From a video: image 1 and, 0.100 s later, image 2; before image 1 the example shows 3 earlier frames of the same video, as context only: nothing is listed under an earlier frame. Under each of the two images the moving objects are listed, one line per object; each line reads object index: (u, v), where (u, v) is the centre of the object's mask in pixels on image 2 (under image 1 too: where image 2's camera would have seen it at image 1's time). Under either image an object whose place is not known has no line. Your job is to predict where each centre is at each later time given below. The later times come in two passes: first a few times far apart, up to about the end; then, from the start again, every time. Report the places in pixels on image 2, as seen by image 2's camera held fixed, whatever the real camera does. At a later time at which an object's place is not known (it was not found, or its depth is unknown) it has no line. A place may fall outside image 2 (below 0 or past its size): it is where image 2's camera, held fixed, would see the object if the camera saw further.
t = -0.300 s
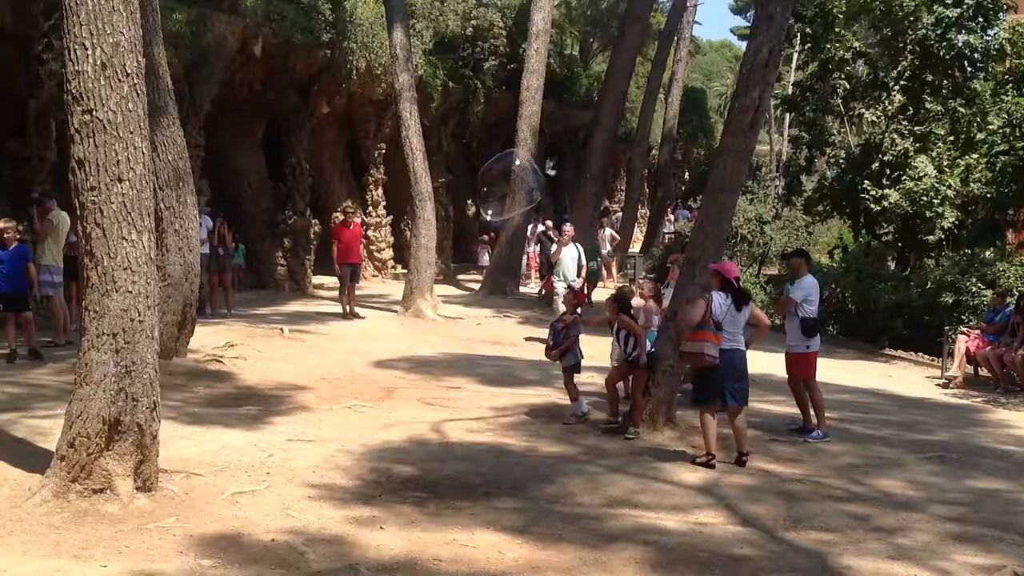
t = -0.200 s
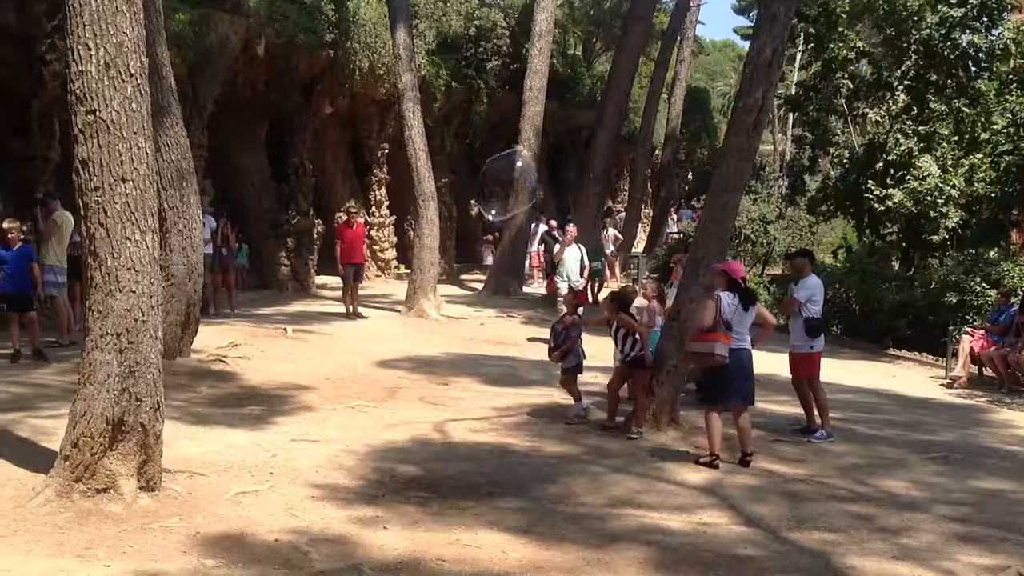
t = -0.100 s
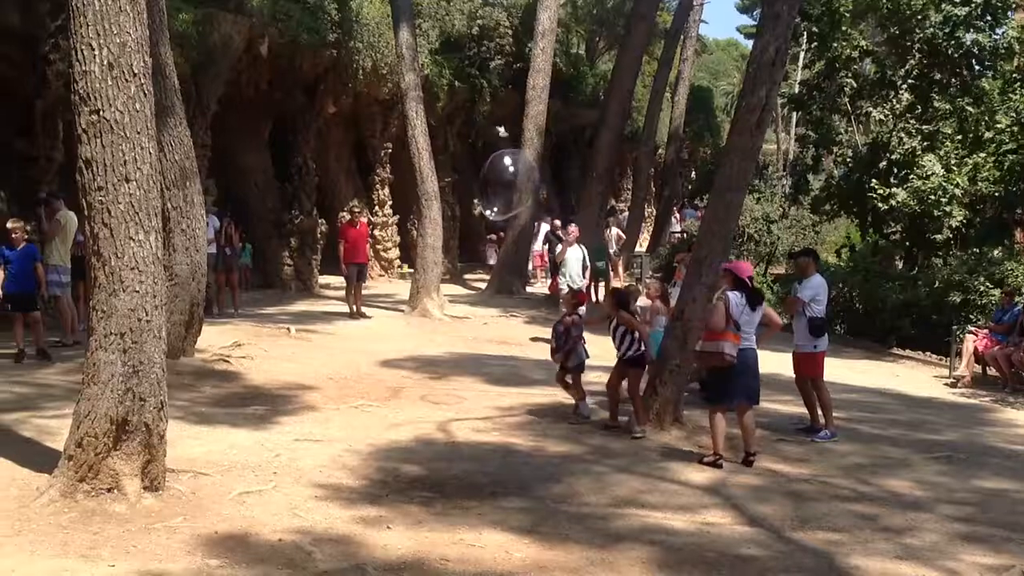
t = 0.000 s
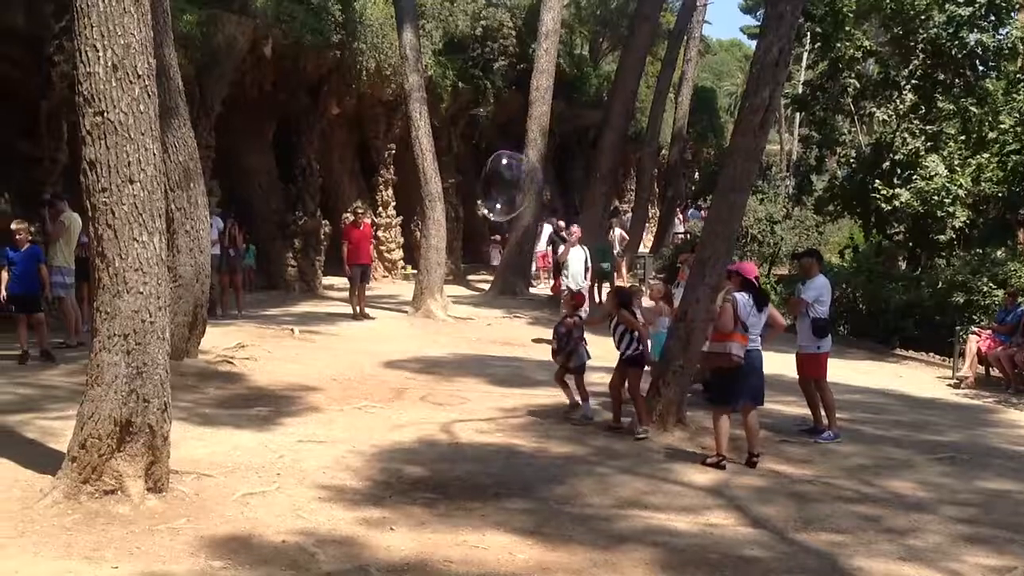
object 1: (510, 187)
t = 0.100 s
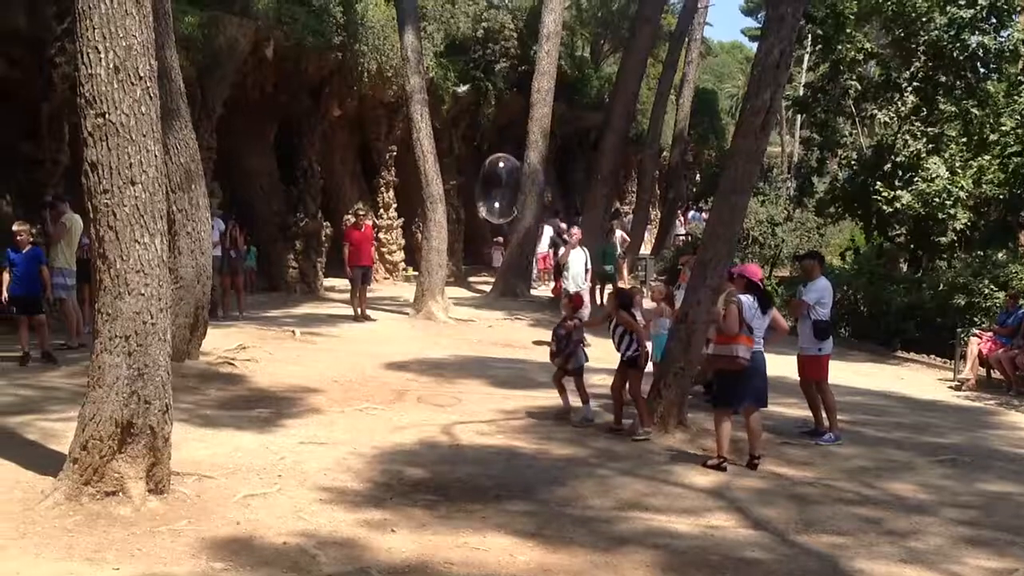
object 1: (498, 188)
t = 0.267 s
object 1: (491, 189)
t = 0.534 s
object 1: (474, 191)
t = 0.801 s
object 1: (461, 191)
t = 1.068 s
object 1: (434, 199)
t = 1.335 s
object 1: (410, 191)
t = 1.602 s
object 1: (393, 187)
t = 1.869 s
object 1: (374, 185)
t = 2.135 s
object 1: (349, 182)
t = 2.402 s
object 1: (327, 178)
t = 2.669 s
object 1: (301, 178)
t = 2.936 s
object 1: (274, 179)
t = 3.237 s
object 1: (241, 180)
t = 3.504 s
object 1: (225, 182)
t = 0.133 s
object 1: (497, 188)
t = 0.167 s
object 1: (496, 189)
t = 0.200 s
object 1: (494, 189)
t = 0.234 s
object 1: (493, 189)
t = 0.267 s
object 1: (491, 189)
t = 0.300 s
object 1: (489, 190)
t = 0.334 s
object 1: (486, 190)
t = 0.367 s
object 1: (485, 190)
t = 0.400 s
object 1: (483, 190)
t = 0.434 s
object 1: (480, 190)
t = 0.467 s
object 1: (478, 190)
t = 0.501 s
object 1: (476, 190)
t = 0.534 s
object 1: (474, 191)
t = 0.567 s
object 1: (473, 191)
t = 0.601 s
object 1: (470, 190)
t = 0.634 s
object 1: (467, 191)
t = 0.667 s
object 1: (466, 191)
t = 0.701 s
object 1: (464, 191)
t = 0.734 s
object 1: (463, 191)
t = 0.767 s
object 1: (462, 191)
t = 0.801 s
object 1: (461, 191)
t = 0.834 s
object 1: (460, 190)
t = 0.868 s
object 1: (459, 190)
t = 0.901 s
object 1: (458, 190)
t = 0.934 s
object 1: (457, 189)
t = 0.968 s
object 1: (449, 192)
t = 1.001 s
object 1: (444, 192)
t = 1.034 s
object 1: (438, 193)
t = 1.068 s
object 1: (434, 199)
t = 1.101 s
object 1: (425, 196)
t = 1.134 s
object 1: (424, 191)
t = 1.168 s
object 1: (425, 192)
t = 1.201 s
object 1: (424, 193)
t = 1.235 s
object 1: (421, 192)
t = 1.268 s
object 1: (419, 192)
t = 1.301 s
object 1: (417, 191)
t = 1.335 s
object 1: (410, 191)
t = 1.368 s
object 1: (410, 190)
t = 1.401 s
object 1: (408, 190)
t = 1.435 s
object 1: (408, 189)
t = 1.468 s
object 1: (408, 189)
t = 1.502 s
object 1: (397, 188)
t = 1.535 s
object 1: (398, 186)
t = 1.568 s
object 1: (394, 188)
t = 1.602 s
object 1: (393, 187)
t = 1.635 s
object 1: (391, 185)
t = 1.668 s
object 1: (389, 187)
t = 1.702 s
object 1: (387, 186)
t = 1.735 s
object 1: (385, 186)
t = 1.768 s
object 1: (381, 186)
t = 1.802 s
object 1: (379, 185)
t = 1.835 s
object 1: (376, 185)
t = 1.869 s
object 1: (374, 185)
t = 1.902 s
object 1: (370, 184)
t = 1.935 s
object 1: (368, 184)
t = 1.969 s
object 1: (365, 184)
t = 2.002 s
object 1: (358, 183)
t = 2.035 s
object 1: (357, 183)
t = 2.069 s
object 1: (355, 183)
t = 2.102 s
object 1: (352, 183)
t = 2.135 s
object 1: (349, 182)
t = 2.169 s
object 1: (347, 182)
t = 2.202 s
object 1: (344, 181)
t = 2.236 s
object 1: (341, 181)
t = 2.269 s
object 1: (339, 180)
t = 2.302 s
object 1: (336, 180)
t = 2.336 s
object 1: (333, 179)
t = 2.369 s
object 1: (330, 179)
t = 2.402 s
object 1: (327, 178)
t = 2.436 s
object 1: (324, 178)
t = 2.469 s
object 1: (321, 178)
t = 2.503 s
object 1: (318, 178)
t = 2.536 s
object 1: (314, 178)
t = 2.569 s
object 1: (310, 178)
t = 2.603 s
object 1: (307, 178)
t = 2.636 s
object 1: (304, 178)
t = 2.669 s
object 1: (301, 178)
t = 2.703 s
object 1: (298, 178)
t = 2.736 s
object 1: (294, 178)
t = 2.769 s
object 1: (291, 178)
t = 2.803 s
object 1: (288, 178)
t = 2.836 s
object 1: (285, 178)
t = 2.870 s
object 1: (281, 178)
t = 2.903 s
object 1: (278, 179)
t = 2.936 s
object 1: (274, 179)
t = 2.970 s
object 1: (271, 179)
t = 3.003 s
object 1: (267, 179)
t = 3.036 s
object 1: (263, 179)
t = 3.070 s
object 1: (259, 180)
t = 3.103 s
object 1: (255, 180)
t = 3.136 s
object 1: (252, 180)
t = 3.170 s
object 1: (249, 180)
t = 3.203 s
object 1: (245, 180)
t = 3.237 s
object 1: (241, 180)
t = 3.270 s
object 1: (239, 180)
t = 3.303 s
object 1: (236, 180)
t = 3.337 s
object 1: (234, 180)
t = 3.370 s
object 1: (232, 180)
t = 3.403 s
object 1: (230, 180)
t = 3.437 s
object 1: (226, 180)
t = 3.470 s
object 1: (227, 181)
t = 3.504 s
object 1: (225, 182)
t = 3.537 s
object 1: (223, 182)
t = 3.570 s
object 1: (221, 182)
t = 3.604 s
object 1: (219, 182)
